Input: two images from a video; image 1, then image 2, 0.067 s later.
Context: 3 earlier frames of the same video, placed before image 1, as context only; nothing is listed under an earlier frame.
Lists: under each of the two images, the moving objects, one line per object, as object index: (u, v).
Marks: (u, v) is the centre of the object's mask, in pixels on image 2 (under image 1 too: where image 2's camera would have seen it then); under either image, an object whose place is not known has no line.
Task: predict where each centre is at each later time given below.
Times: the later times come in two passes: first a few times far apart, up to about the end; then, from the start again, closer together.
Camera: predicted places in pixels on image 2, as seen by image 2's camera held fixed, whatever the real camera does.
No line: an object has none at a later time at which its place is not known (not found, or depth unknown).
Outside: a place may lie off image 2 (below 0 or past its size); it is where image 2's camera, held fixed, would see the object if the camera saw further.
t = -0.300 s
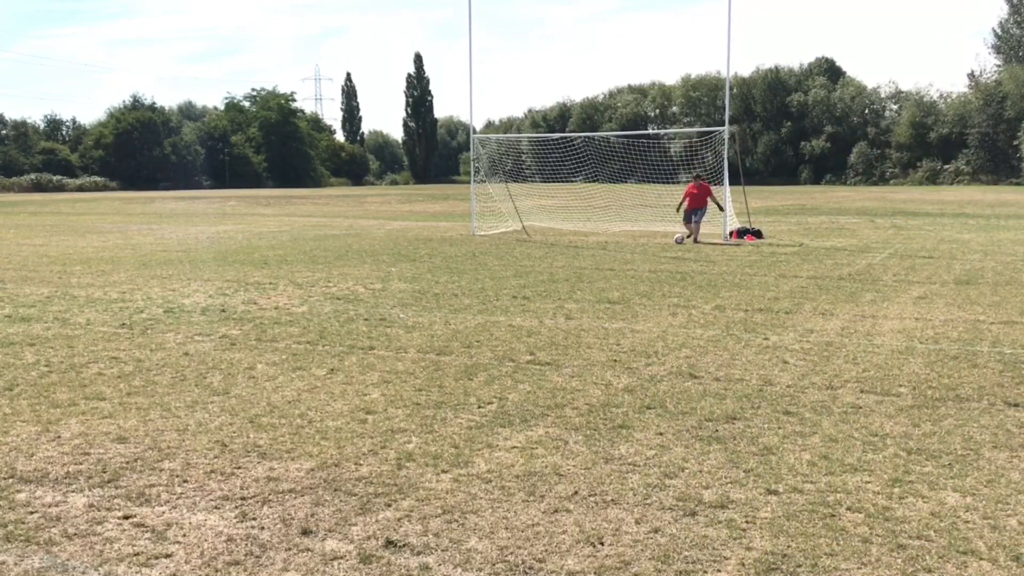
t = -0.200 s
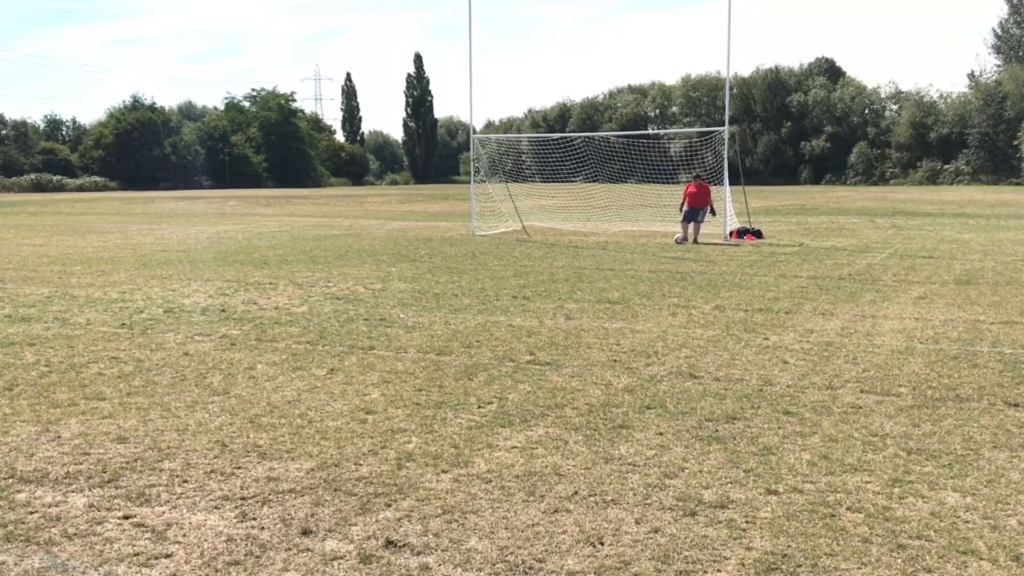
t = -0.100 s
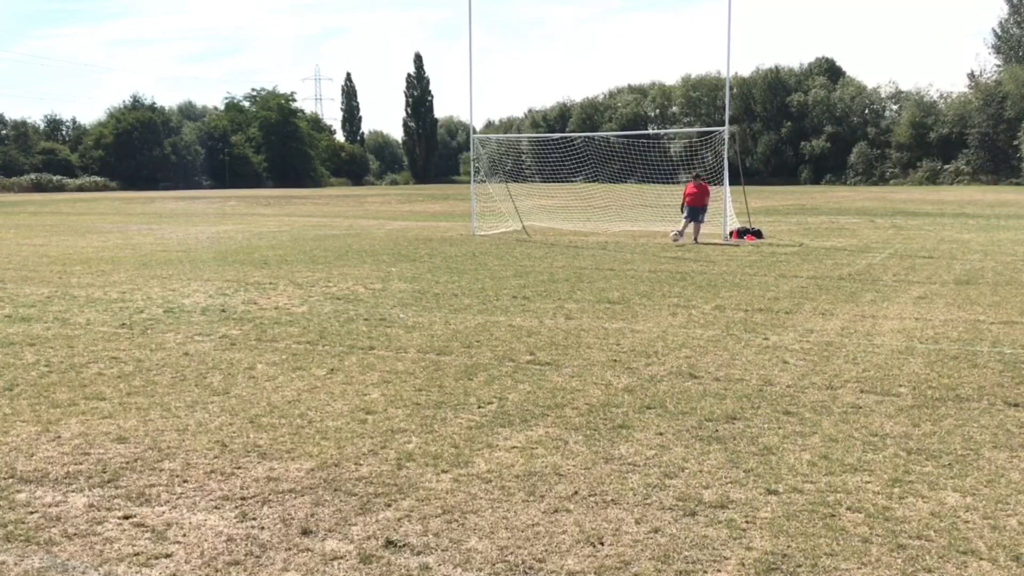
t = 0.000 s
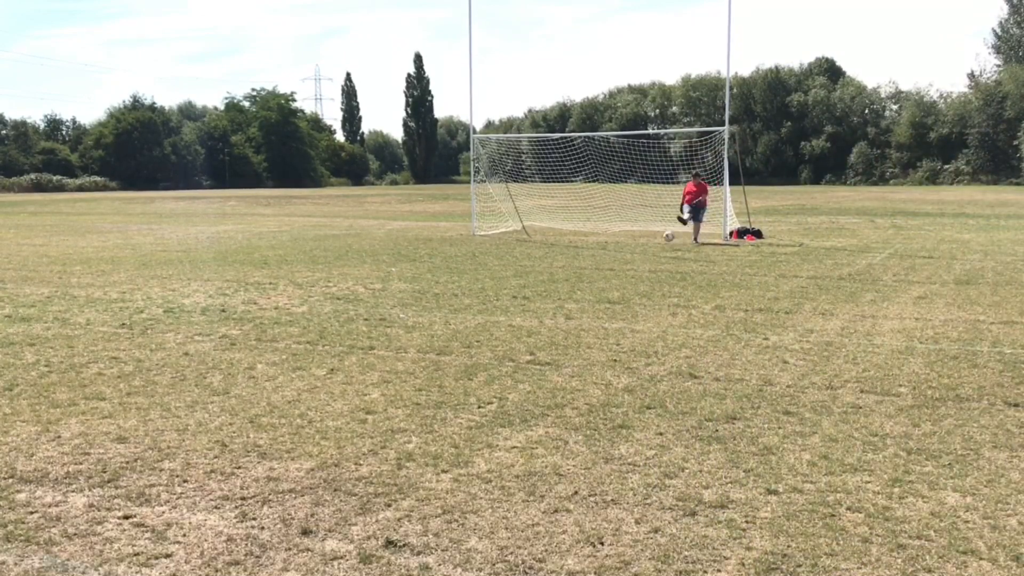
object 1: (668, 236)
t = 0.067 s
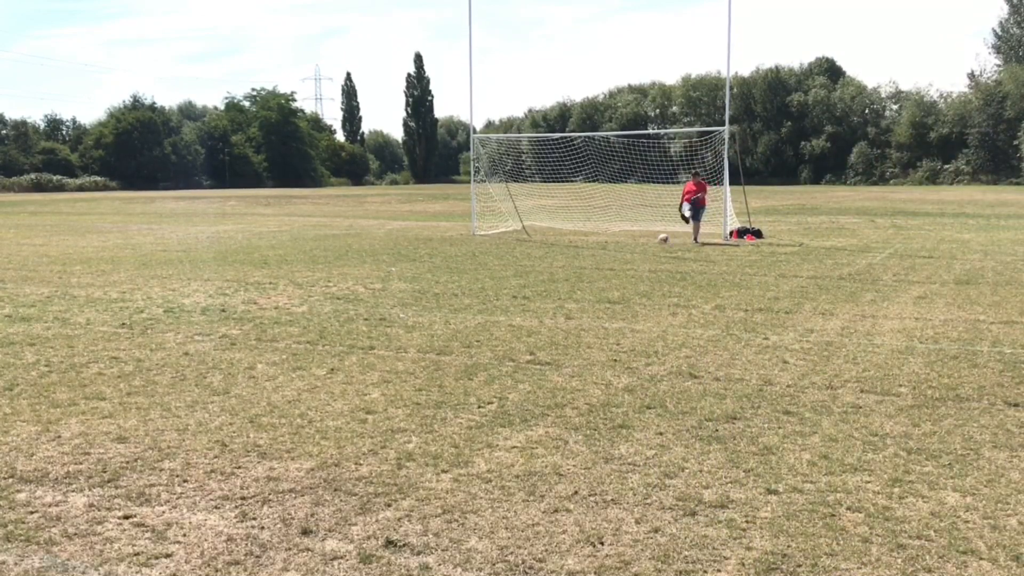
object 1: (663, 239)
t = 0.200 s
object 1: (654, 252)
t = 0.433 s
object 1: (644, 252)
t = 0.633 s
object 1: (634, 268)
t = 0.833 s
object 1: (625, 278)
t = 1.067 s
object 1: (615, 294)
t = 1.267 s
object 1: (609, 288)
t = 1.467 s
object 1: (600, 312)
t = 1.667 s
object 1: (595, 322)
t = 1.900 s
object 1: (589, 363)
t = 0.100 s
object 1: (661, 241)
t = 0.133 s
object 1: (659, 244)
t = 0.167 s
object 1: (656, 248)
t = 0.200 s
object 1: (654, 252)
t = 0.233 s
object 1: (652, 251)
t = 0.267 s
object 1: (651, 250)
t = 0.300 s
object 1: (650, 249)
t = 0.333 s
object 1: (648, 248)
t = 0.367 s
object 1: (646, 249)
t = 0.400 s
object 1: (645, 250)
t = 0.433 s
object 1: (644, 252)
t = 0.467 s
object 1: (642, 254)
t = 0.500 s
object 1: (640, 258)
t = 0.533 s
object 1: (638, 262)
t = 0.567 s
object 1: (637, 268)
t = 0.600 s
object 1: (636, 269)
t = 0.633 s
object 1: (634, 268)
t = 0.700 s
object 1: (632, 268)
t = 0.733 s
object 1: (631, 269)
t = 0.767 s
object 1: (629, 271)
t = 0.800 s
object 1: (627, 274)
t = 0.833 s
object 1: (625, 278)
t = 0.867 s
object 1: (624, 283)
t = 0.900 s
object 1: (622, 283)
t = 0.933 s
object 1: (621, 283)
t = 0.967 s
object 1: (620, 285)
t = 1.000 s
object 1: (618, 286)
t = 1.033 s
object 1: (617, 289)
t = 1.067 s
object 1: (615, 294)
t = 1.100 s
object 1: (614, 296)
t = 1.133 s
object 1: (613, 293)
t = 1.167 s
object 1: (612, 290)
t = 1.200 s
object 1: (610, 288)
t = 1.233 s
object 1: (609, 288)
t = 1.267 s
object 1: (609, 288)
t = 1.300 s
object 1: (607, 289)
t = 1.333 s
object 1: (606, 291)
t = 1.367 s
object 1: (605, 294)
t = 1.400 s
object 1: (604, 299)
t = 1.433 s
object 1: (601, 305)
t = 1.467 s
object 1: (600, 312)
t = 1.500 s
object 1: (599, 321)
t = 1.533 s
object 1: (598, 323)
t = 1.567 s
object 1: (597, 321)
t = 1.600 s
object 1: (597, 320)
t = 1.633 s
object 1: (596, 321)
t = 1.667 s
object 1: (595, 322)
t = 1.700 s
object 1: (594, 325)
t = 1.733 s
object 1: (593, 329)
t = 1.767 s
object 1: (593, 336)
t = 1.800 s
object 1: (592, 343)
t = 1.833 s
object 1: (592, 354)
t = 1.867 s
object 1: (589, 362)
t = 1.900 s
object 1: (589, 363)
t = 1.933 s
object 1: (588, 363)
